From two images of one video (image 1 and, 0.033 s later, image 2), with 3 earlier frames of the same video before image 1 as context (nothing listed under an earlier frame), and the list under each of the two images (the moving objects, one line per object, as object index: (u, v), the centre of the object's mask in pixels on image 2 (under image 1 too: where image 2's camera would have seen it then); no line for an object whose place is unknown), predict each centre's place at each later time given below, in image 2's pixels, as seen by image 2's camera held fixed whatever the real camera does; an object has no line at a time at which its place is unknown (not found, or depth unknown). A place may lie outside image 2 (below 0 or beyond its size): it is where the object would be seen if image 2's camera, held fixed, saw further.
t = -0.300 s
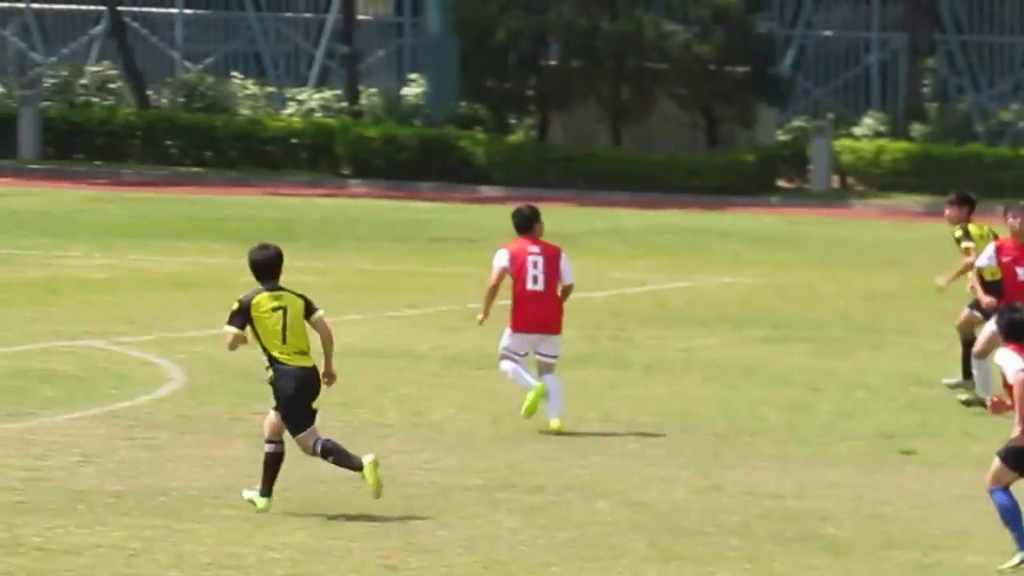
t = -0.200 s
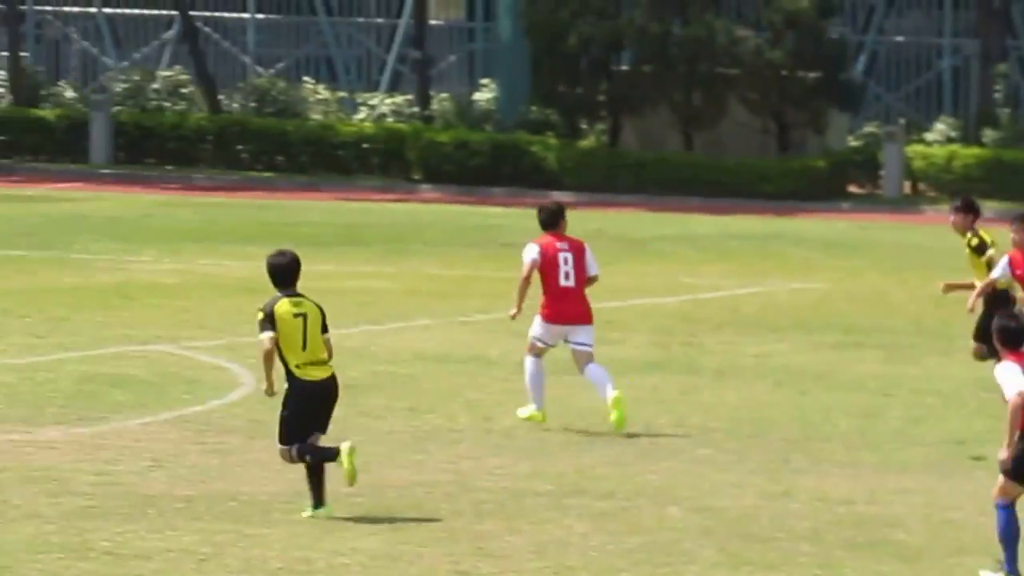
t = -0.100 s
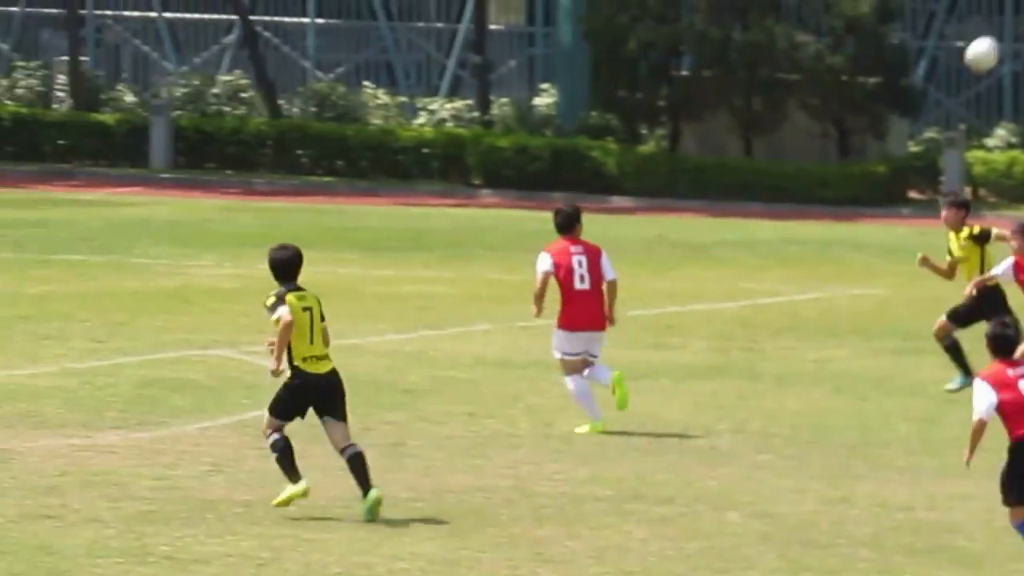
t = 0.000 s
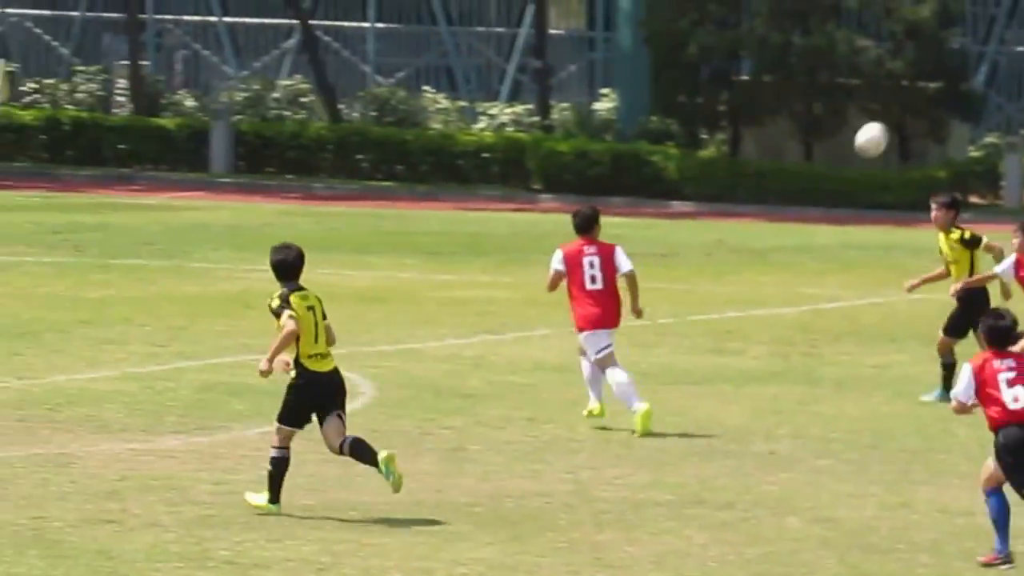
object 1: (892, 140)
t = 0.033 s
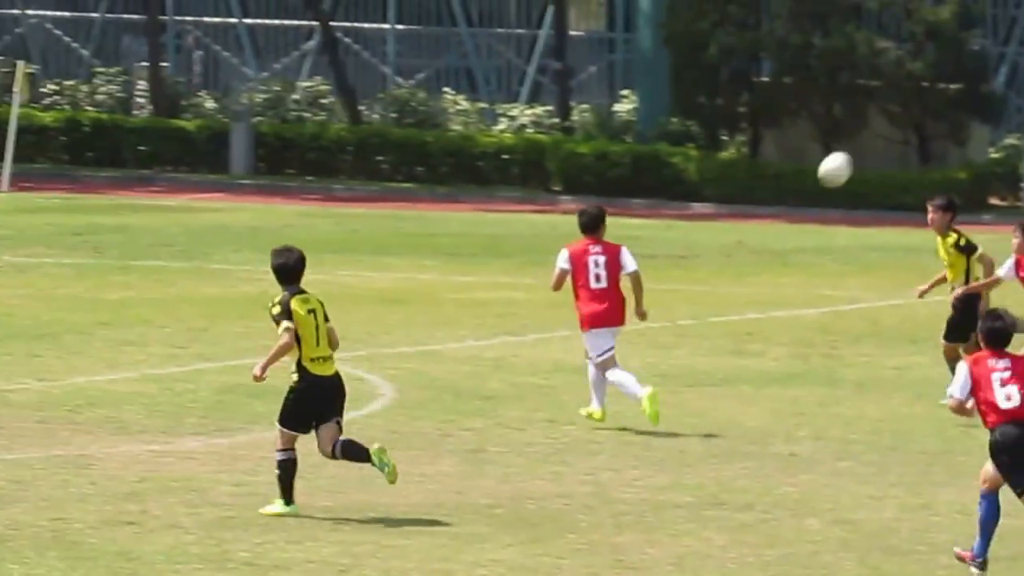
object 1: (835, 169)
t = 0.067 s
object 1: (779, 199)
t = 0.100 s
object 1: (723, 225)
